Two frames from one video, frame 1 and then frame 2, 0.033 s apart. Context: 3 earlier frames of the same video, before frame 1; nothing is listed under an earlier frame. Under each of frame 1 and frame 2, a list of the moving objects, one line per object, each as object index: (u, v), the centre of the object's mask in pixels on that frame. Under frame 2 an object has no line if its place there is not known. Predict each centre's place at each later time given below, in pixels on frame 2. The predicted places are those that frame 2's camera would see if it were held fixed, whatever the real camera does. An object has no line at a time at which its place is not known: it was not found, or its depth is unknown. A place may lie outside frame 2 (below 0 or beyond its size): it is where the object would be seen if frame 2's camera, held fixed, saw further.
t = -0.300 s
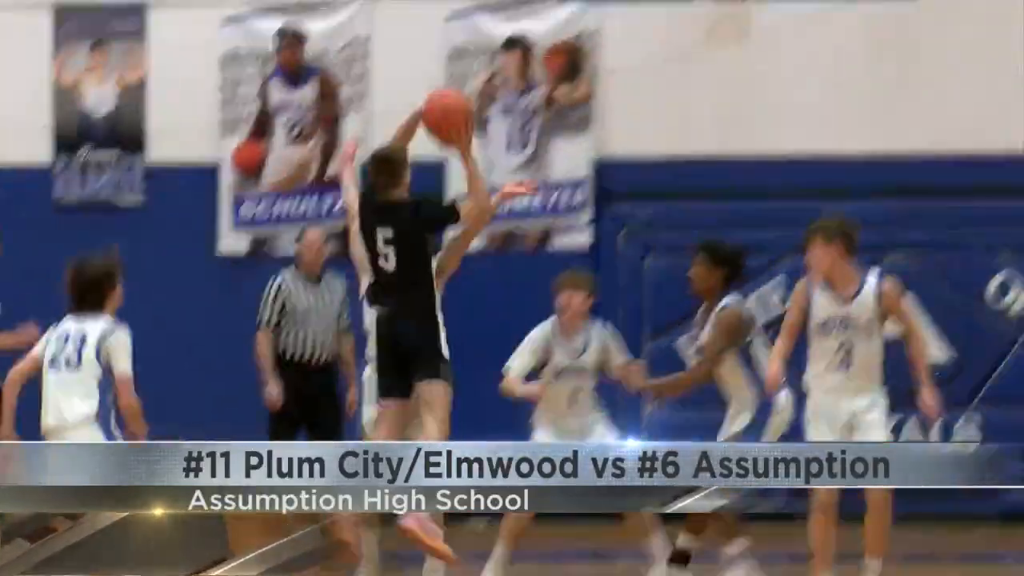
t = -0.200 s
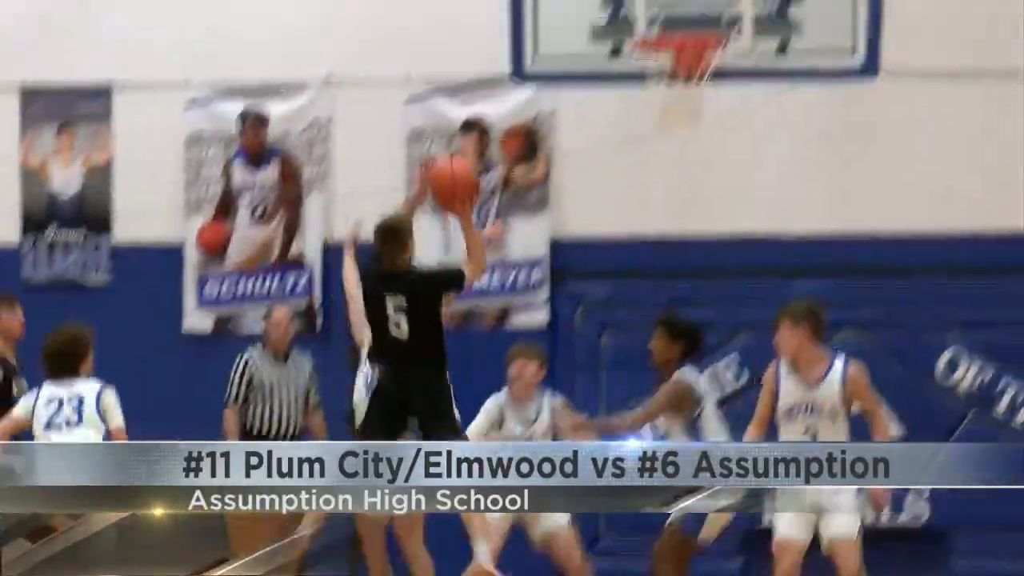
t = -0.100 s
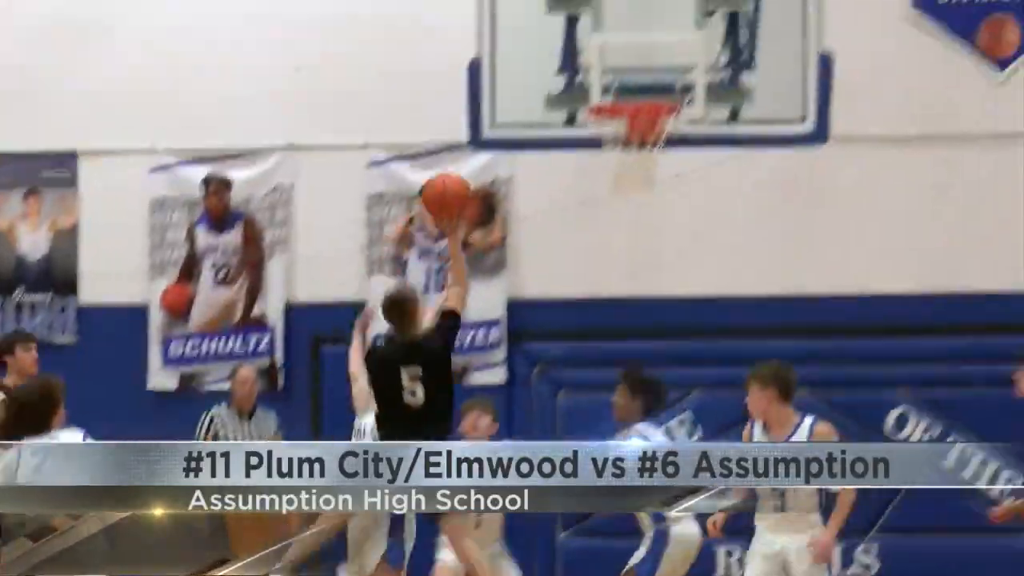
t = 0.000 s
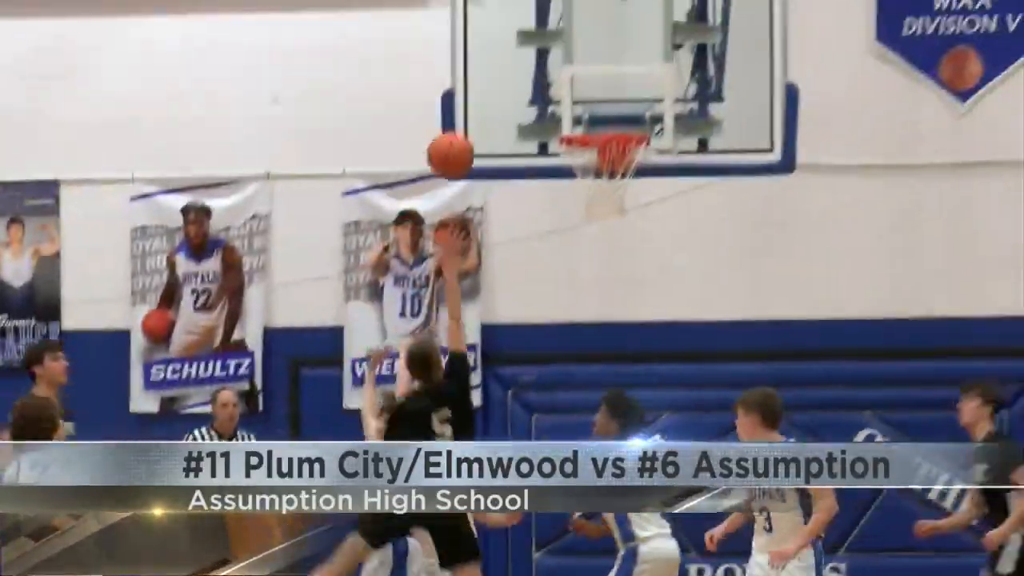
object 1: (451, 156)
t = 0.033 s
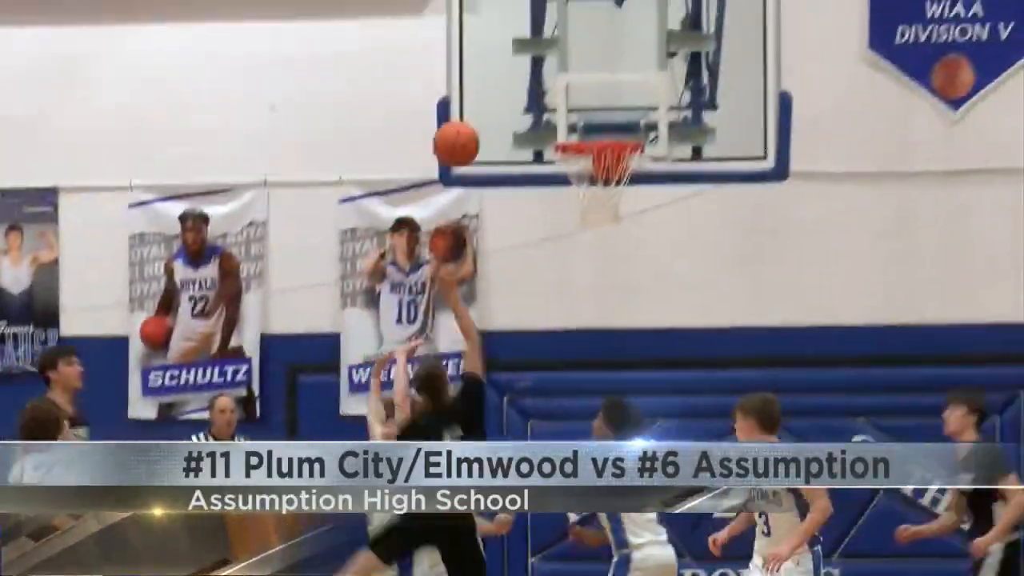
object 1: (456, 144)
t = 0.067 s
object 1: (466, 127)
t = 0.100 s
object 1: (475, 113)
